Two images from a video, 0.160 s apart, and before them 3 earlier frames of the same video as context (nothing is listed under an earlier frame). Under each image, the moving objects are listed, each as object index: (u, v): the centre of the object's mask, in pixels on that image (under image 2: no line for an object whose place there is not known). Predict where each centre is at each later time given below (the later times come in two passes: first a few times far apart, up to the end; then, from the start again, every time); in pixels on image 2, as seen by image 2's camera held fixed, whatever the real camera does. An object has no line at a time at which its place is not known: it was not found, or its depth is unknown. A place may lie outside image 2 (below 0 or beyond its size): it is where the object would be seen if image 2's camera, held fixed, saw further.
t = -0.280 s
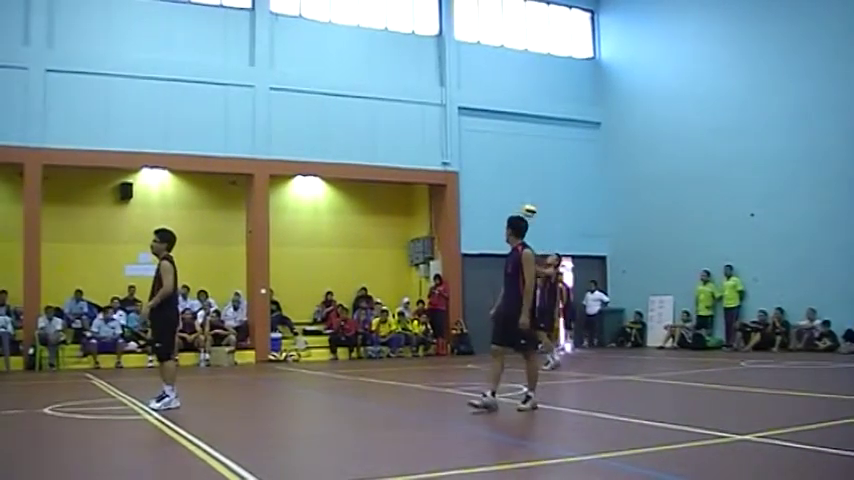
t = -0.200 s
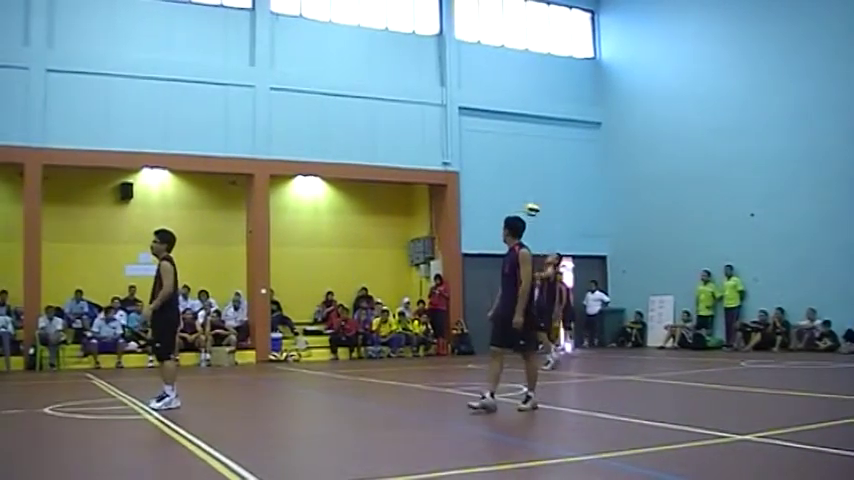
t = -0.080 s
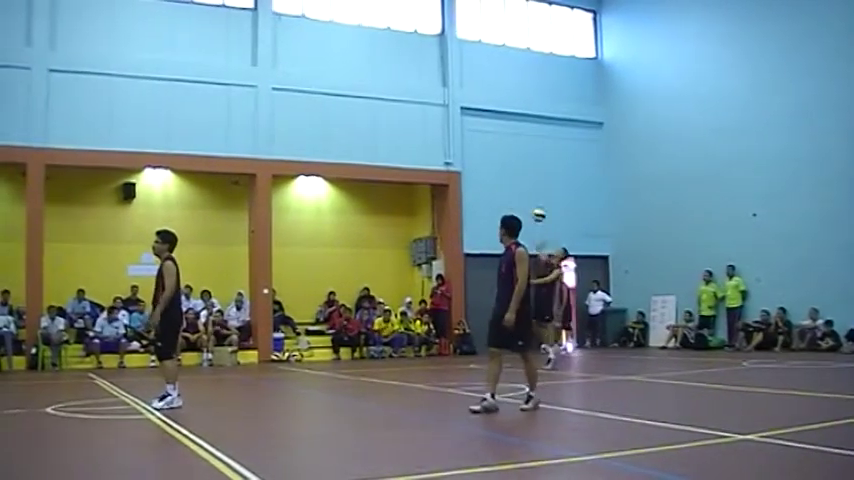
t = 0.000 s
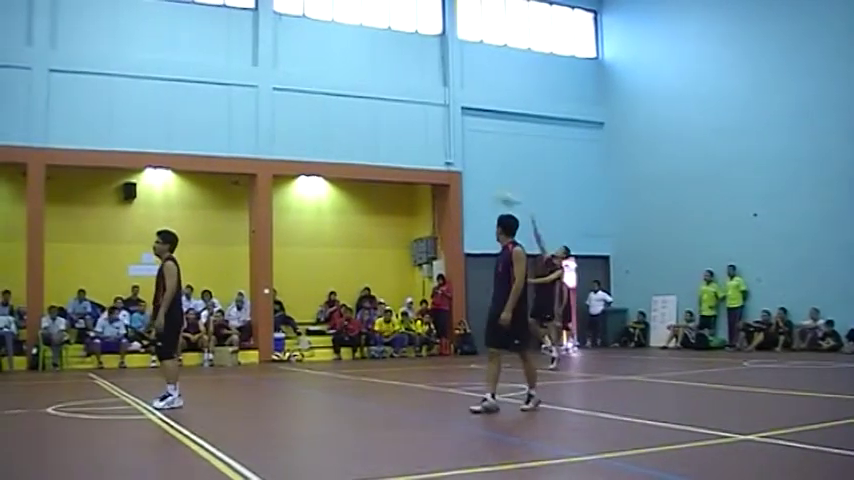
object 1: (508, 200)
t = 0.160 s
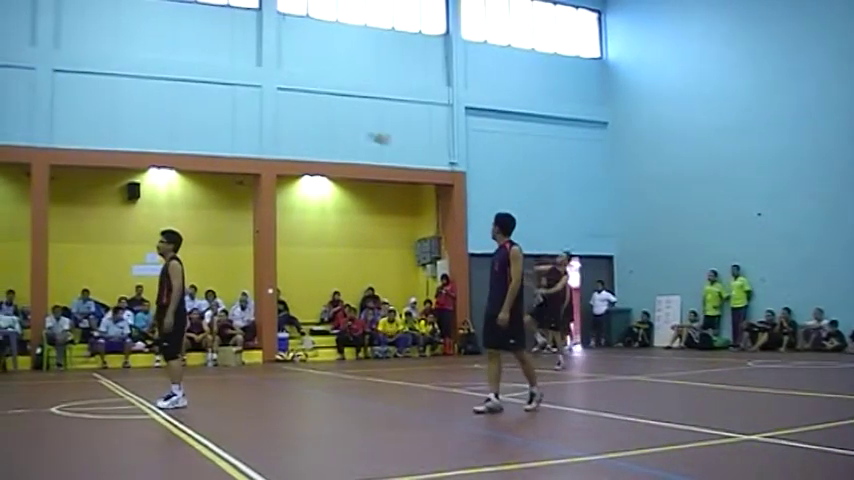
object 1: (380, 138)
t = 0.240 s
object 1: (306, 111)
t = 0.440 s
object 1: (111, 66)
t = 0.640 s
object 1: (-111, 47)
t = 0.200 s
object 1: (343, 122)
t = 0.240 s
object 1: (306, 111)
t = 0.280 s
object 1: (270, 101)
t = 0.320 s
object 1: (231, 89)
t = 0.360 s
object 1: (193, 81)
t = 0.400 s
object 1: (153, 74)
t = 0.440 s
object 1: (111, 66)
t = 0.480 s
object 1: (67, 60)
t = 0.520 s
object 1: (22, 55)
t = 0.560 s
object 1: (-23, 50)
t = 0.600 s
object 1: (-66, 48)
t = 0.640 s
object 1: (-111, 47)
